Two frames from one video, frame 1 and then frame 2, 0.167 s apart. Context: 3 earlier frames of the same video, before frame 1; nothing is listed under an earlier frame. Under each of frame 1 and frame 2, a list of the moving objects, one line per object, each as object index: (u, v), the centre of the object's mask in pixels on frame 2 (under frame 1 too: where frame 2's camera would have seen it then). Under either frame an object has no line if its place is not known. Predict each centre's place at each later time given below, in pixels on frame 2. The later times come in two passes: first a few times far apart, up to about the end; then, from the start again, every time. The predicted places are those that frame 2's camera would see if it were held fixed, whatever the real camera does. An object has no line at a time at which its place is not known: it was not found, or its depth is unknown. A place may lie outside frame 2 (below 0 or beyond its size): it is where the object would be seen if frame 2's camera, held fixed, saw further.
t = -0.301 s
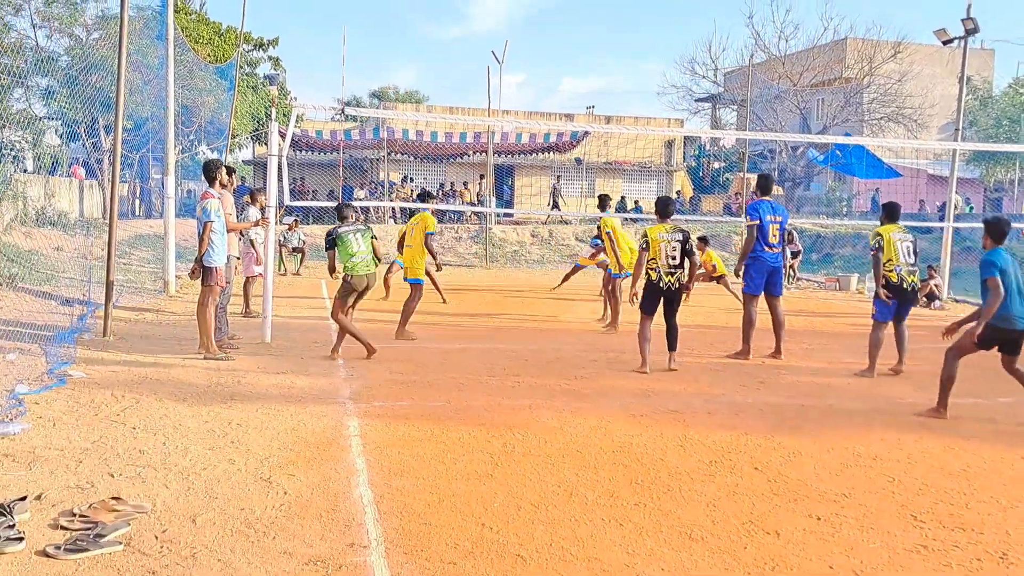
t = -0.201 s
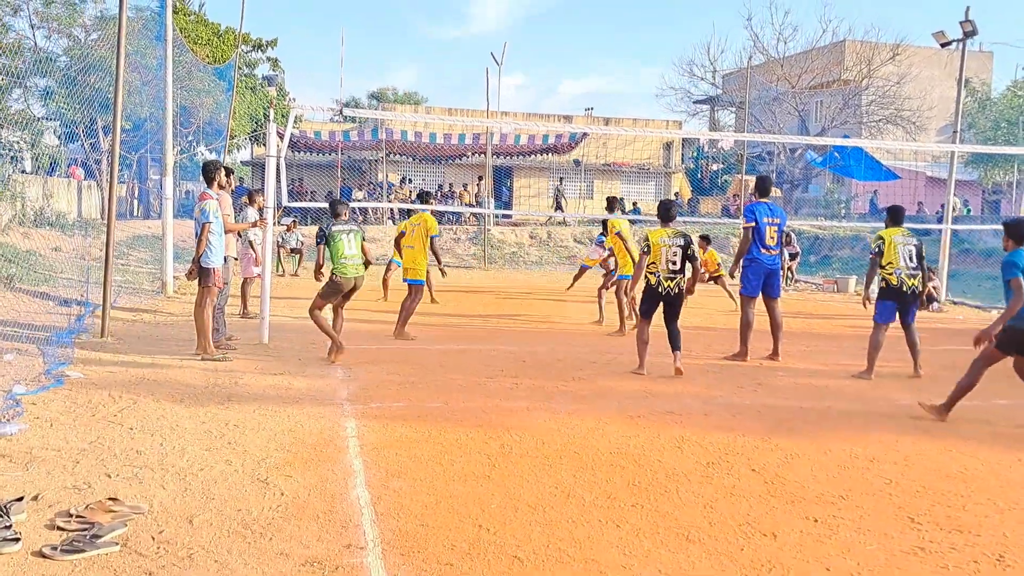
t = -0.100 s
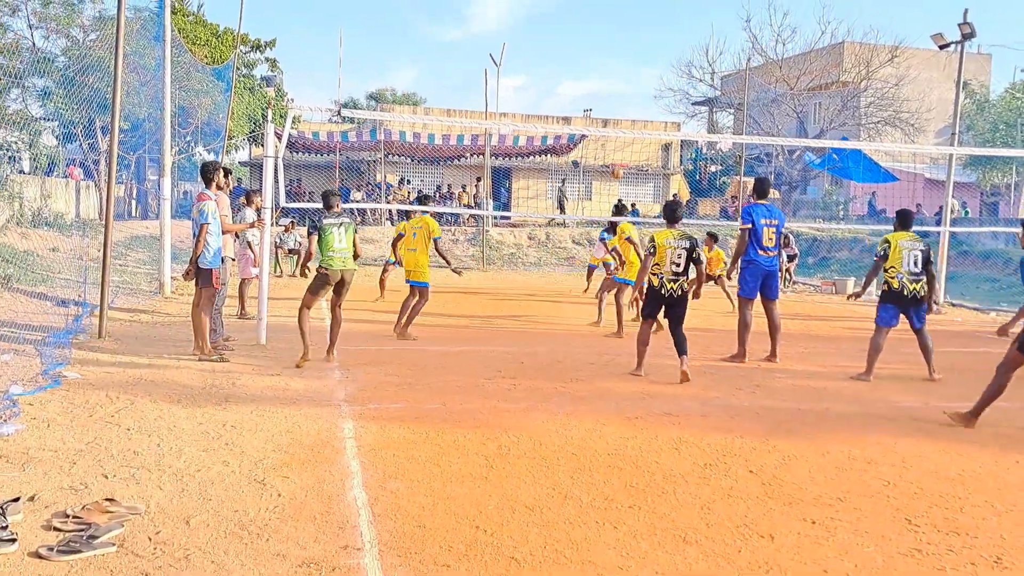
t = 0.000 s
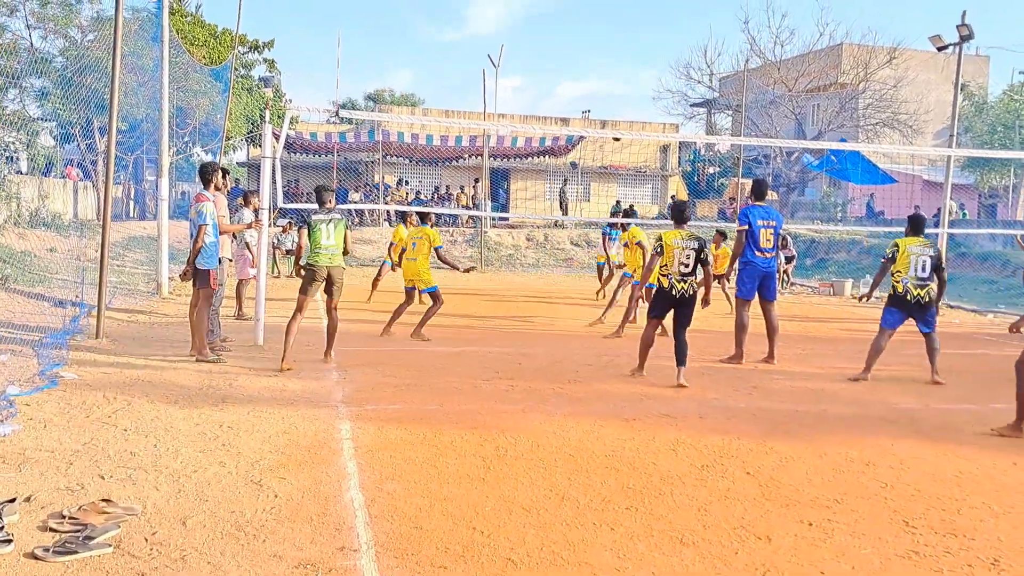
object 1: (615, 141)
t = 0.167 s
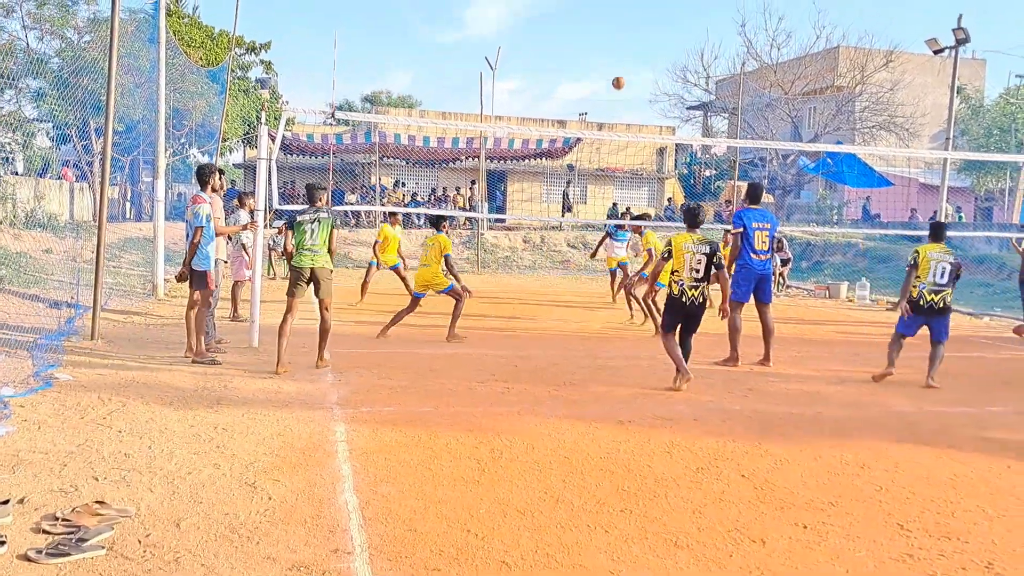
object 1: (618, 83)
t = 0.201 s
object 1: (618, 74)
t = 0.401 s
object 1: (619, 29)
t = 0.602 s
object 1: (618, 9)
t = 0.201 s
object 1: (618, 74)
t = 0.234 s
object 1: (619, 65)
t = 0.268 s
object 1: (619, 56)
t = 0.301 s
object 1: (619, 49)
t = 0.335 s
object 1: (619, 42)
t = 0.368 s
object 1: (619, 35)
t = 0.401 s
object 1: (619, 29)
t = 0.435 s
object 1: (619, 24)
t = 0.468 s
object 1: (619, 19)
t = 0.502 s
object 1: (619, 16)
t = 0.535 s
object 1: (618, 13)
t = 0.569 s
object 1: (618, 10)
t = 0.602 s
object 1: (618, 9)
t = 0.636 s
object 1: (618, 8)
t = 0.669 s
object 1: (617, 8)
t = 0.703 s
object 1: (617, 8)
